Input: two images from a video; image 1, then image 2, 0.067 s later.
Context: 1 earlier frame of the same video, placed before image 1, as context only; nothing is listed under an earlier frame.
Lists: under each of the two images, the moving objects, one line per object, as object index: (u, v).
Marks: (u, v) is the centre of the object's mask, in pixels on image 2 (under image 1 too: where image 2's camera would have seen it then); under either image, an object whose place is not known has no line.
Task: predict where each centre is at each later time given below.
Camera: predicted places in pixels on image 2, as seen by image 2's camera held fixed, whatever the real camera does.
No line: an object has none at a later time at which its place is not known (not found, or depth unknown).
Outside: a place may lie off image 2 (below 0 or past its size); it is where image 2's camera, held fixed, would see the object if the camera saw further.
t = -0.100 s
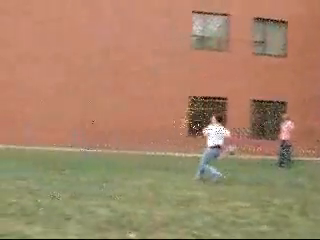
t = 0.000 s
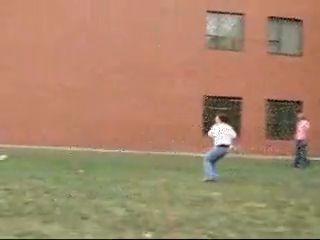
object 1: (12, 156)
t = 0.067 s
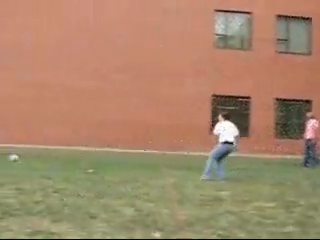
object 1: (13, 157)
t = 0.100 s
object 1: (15, 158)
